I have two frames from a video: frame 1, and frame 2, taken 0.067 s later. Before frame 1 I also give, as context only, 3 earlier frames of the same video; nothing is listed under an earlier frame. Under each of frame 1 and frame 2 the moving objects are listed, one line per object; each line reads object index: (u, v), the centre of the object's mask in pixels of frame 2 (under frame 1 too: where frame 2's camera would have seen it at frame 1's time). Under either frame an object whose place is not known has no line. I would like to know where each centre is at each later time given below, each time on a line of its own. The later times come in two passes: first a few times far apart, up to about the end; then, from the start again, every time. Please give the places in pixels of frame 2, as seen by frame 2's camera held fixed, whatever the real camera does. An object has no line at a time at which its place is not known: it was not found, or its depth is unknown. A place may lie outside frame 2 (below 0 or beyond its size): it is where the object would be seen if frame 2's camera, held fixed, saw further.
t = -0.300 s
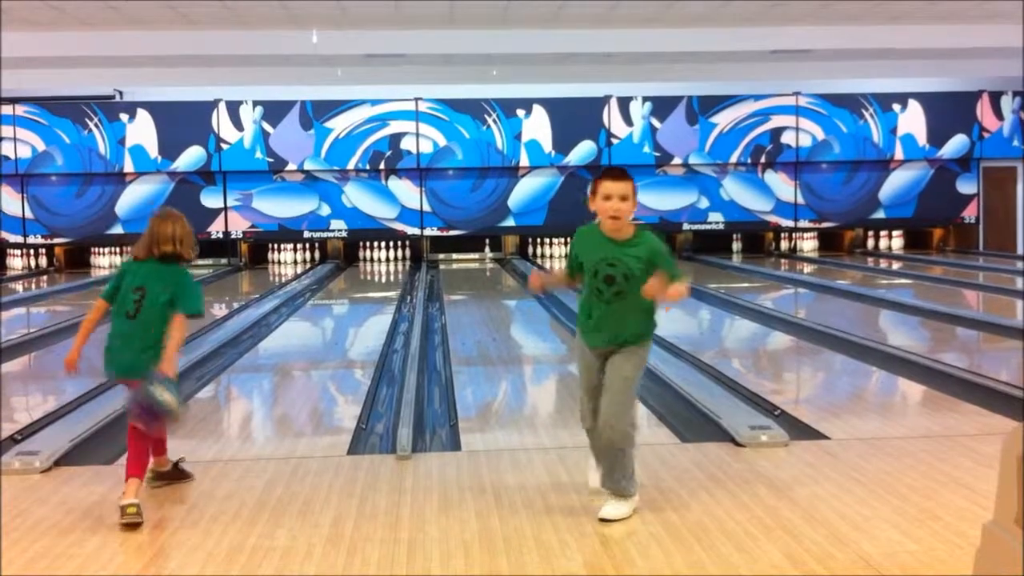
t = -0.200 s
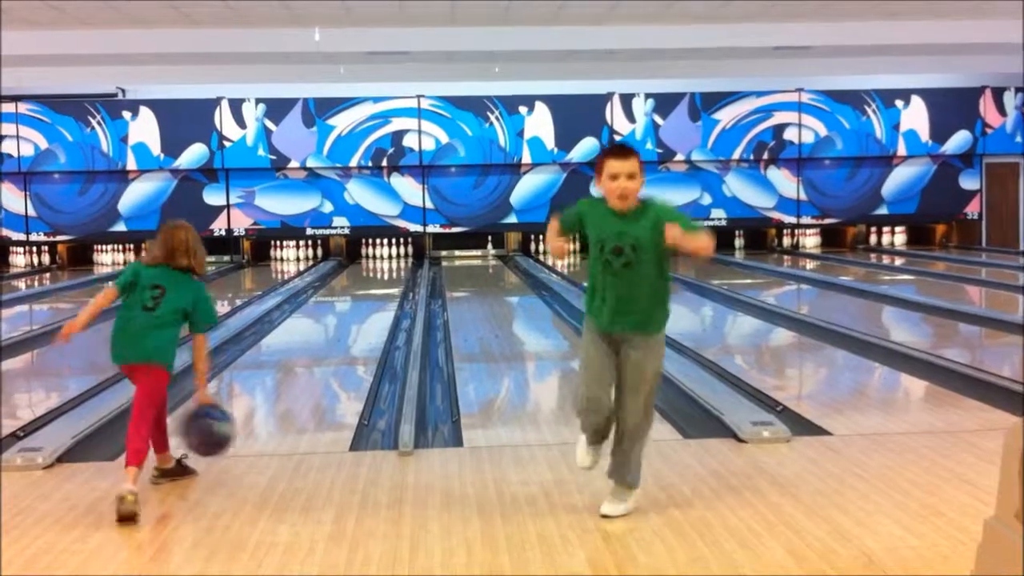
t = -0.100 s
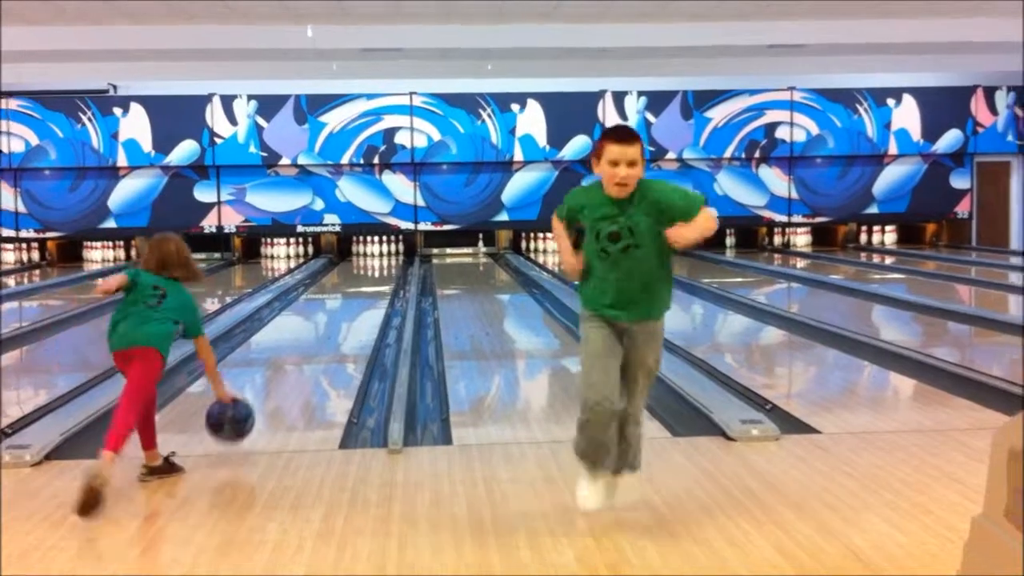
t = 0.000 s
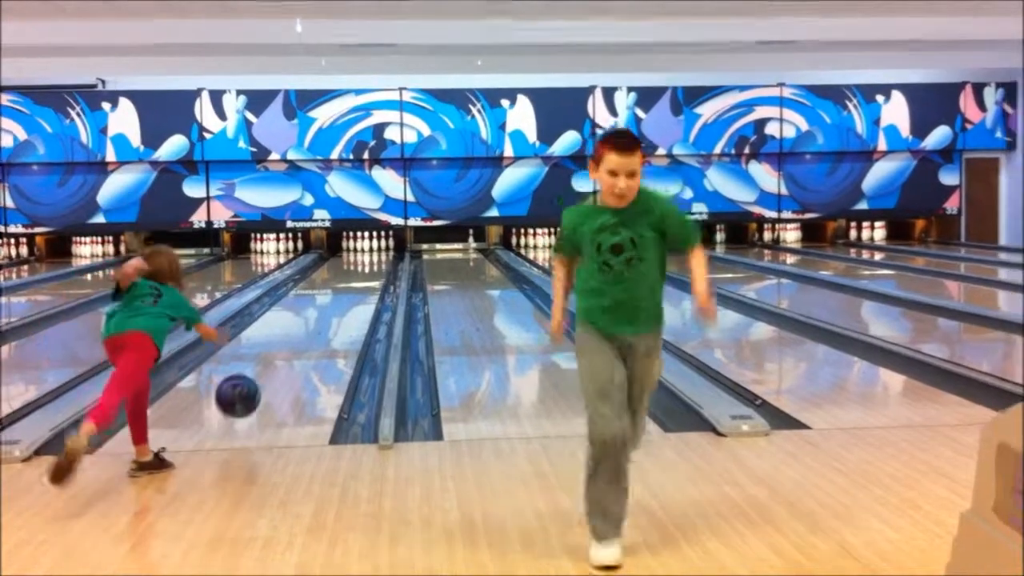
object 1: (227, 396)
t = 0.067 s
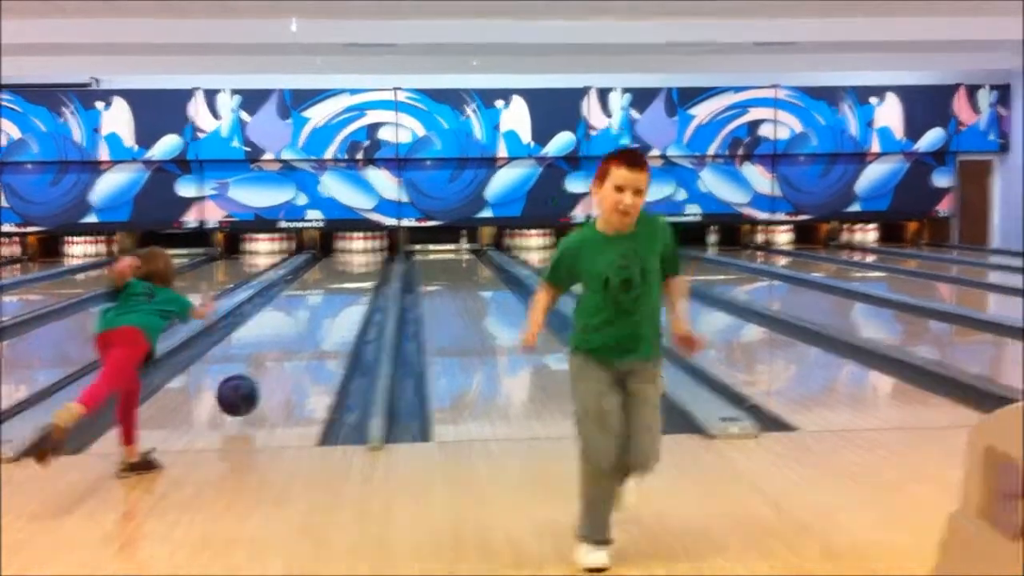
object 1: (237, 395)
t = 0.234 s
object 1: (261, 378)
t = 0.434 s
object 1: (281, 356)
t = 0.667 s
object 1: (297, 337)
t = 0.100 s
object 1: (242, 397)
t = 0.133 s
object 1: (248, 391)
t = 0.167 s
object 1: (253, 386)
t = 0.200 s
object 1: (257, 383)
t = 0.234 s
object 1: (261, 378)
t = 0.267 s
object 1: (265, 374)
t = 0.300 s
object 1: (267, 371)
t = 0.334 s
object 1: (270, 367)
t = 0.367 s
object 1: (274, 364)
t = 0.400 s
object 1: (277, 360)
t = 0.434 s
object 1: (281, 356)
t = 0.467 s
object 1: (284, 353)
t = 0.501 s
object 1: (286, 350)
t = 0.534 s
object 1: (288, 347)
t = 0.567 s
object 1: (289, 345)
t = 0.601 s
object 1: (292, 342)
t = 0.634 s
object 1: (295, 339)
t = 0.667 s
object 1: (297, 337)
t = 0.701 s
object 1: (302, 331)
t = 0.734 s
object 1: (304, 329)
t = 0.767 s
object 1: (305, 327)
